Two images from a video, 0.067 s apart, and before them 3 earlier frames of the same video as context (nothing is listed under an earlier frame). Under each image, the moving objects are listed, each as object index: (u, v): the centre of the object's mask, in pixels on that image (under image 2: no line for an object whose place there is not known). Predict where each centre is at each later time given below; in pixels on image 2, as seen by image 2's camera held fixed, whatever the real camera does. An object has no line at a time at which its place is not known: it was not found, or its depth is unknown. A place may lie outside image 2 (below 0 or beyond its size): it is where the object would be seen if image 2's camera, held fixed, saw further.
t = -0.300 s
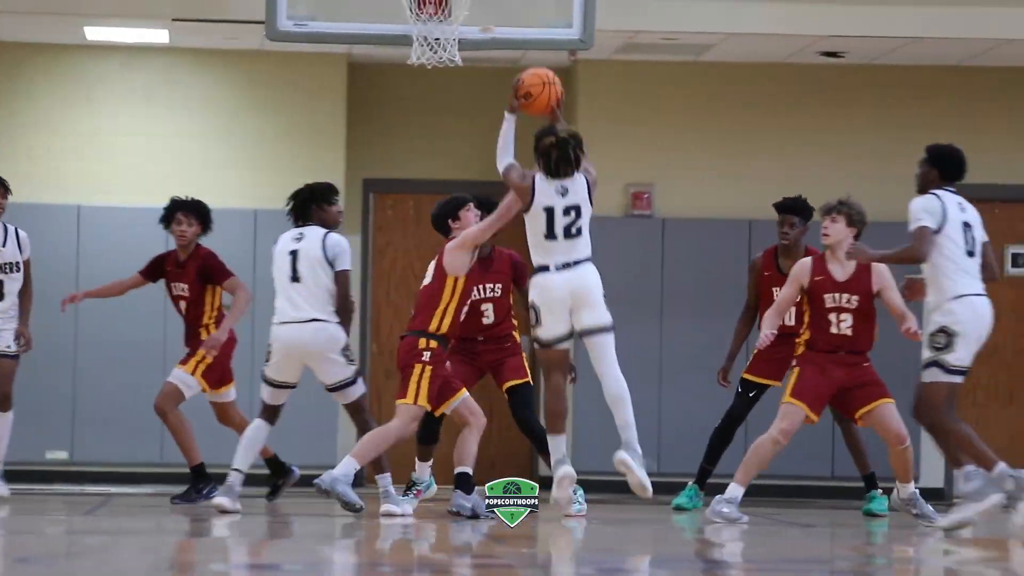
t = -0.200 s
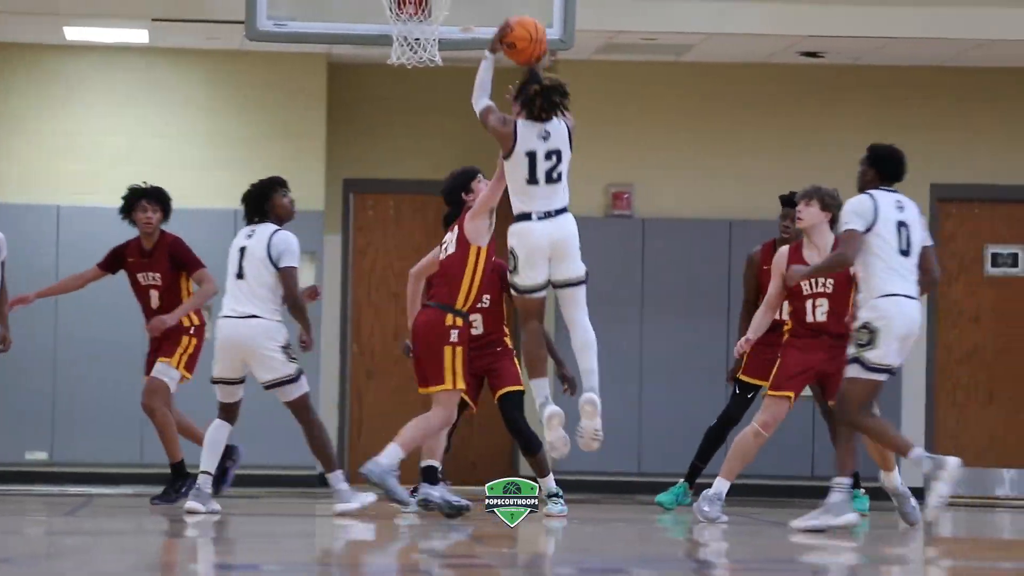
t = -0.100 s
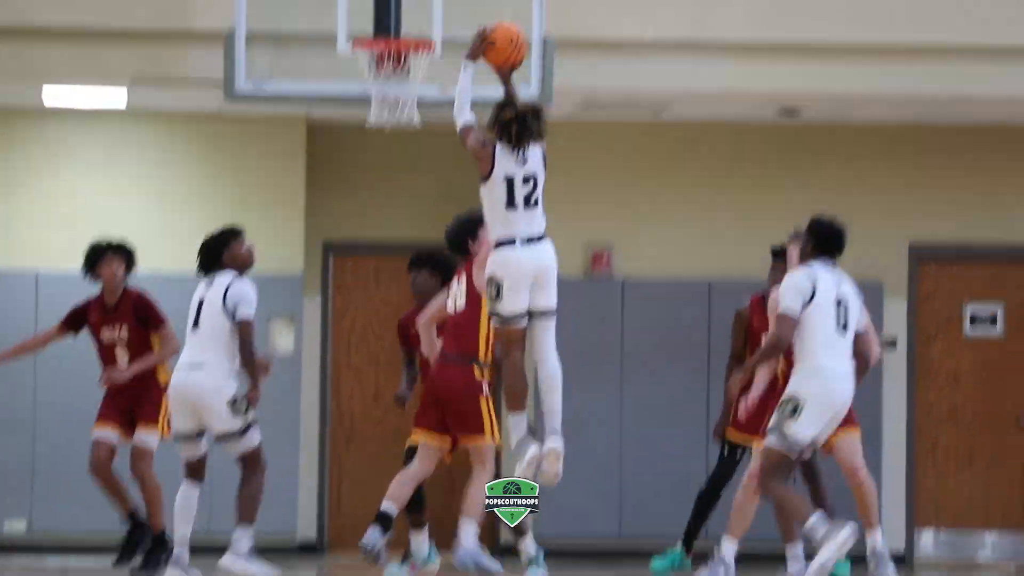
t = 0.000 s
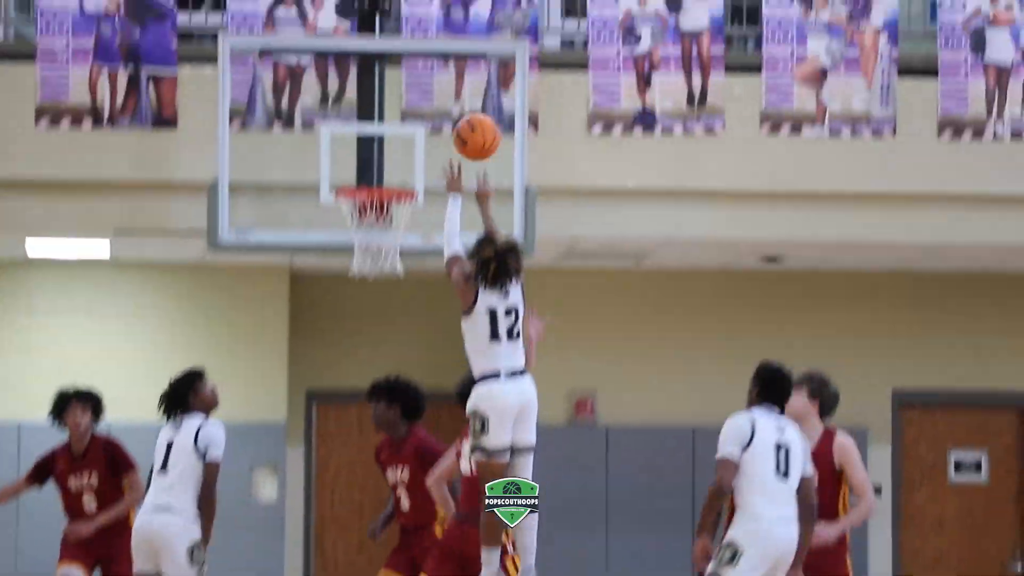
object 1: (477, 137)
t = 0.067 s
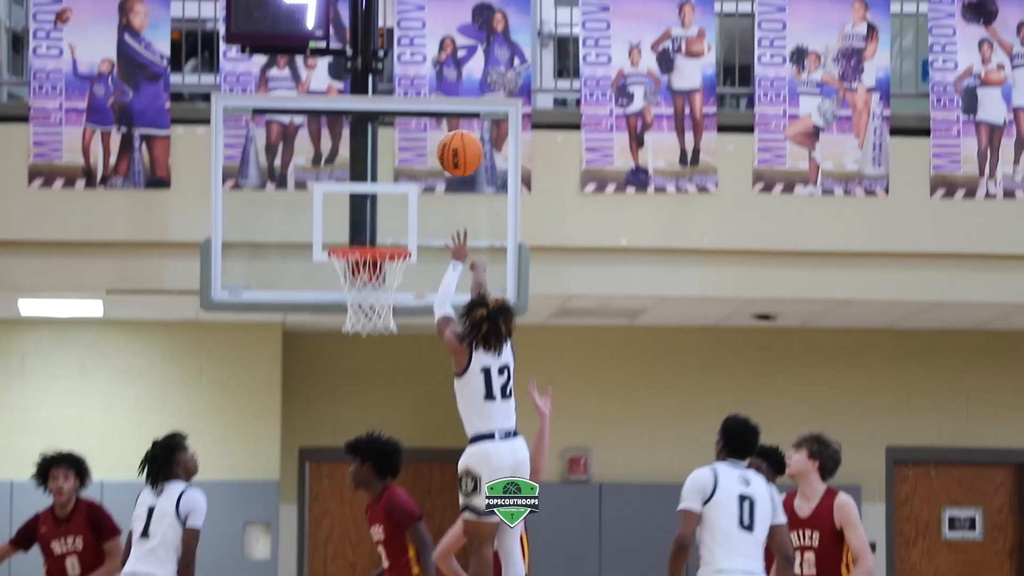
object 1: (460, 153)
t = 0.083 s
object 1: (458, 142)
